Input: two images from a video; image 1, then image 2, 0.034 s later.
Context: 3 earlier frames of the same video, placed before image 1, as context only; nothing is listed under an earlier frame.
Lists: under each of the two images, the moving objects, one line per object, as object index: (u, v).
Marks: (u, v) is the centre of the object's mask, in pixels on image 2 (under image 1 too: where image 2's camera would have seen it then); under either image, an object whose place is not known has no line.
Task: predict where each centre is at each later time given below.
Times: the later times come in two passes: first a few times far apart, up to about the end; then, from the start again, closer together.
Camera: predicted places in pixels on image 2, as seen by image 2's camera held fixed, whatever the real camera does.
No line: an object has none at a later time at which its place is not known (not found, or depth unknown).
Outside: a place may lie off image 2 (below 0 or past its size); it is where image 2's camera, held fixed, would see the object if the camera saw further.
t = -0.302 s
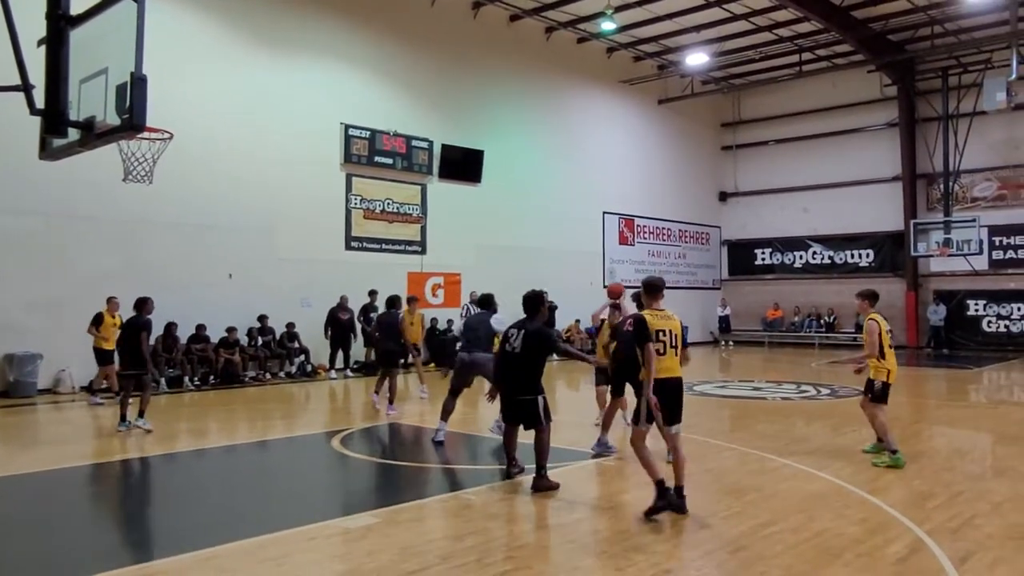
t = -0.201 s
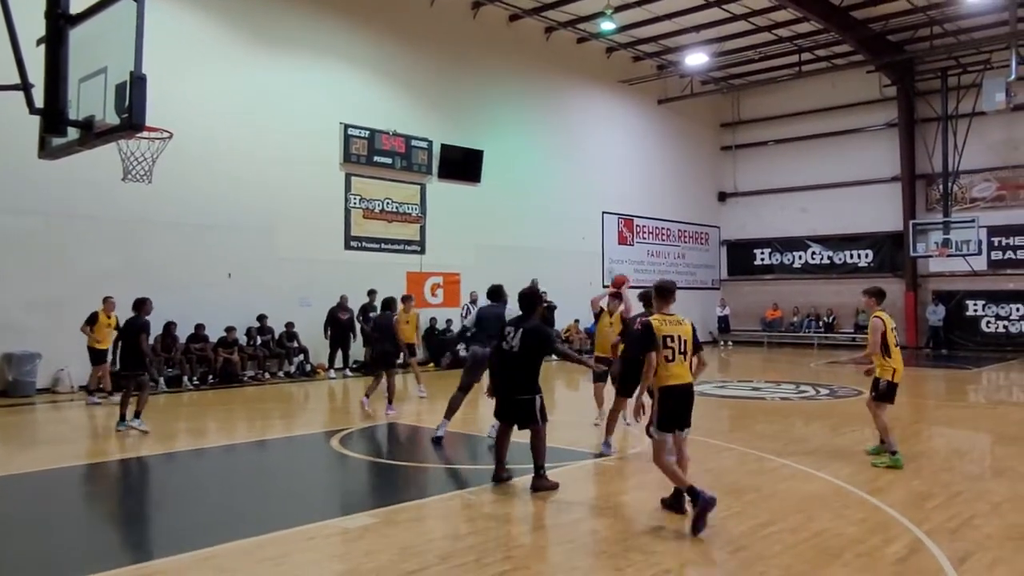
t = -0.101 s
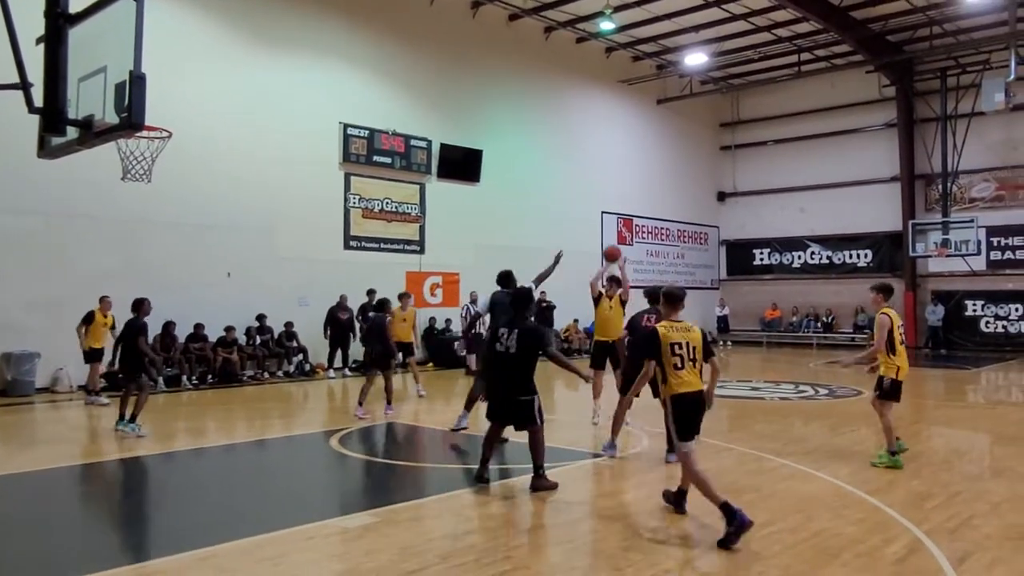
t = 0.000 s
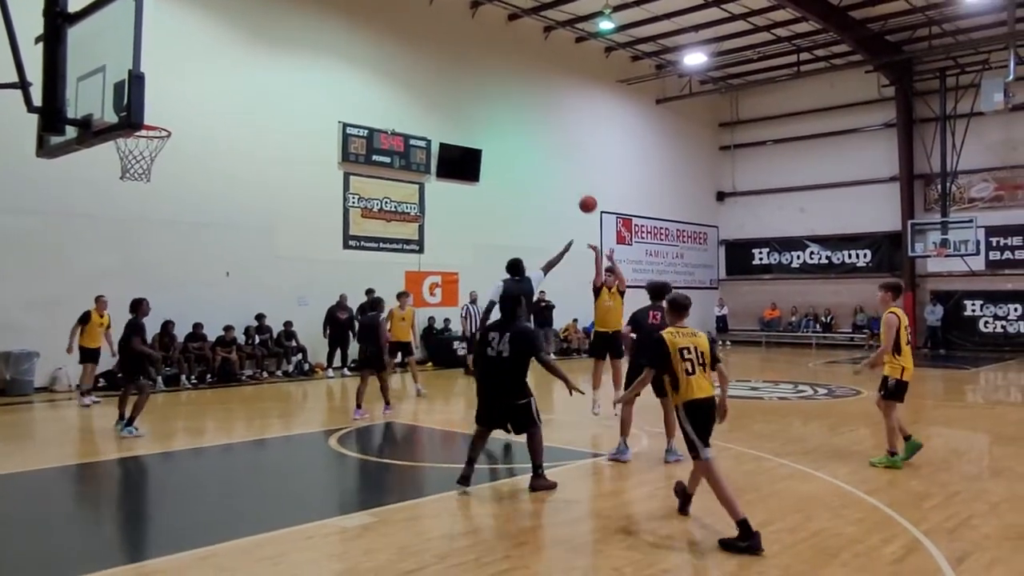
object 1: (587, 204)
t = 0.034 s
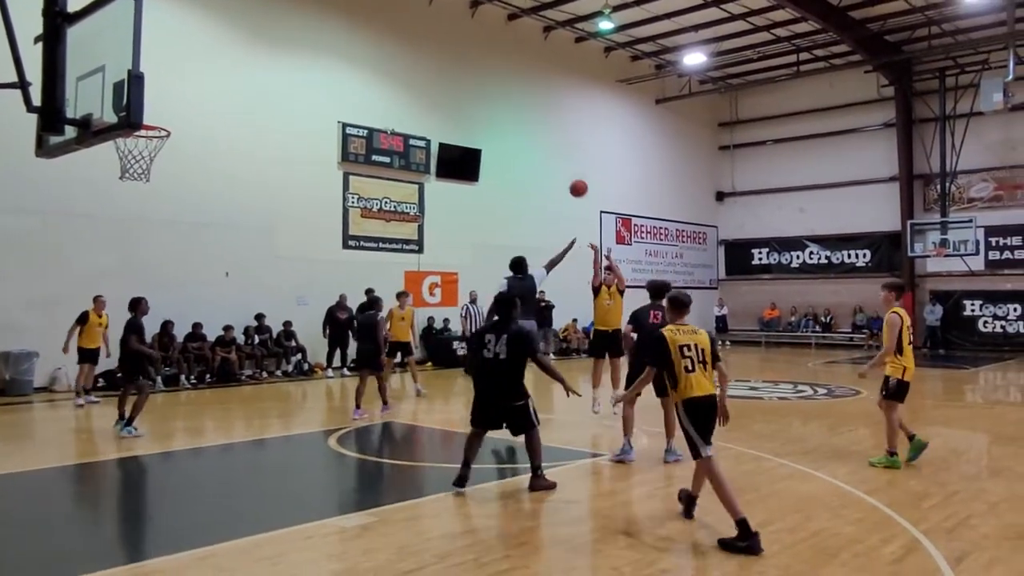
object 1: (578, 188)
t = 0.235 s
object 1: (521, 106)
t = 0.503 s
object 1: (435, 37)
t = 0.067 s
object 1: (569, 173)
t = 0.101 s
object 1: (560, 158)
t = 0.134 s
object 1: (550, 144)
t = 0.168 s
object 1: (541, 131)
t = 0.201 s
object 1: (531, 118)
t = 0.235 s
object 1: (521, 106)
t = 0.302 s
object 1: (501, 86)
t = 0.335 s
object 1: (491, 77)
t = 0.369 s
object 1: (480, 66)
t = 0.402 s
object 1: (469, 58)
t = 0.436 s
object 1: (458, 49)
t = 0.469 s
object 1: (447, 43)
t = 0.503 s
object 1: (435, 37)
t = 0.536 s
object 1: (423, 31)
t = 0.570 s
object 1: (410, 26)
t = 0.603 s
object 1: (398, 22)
